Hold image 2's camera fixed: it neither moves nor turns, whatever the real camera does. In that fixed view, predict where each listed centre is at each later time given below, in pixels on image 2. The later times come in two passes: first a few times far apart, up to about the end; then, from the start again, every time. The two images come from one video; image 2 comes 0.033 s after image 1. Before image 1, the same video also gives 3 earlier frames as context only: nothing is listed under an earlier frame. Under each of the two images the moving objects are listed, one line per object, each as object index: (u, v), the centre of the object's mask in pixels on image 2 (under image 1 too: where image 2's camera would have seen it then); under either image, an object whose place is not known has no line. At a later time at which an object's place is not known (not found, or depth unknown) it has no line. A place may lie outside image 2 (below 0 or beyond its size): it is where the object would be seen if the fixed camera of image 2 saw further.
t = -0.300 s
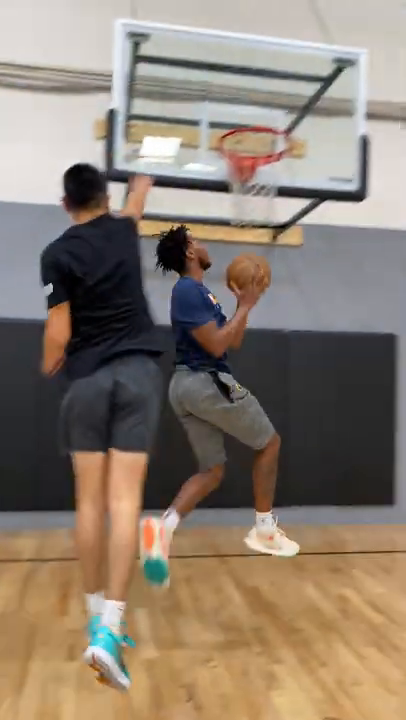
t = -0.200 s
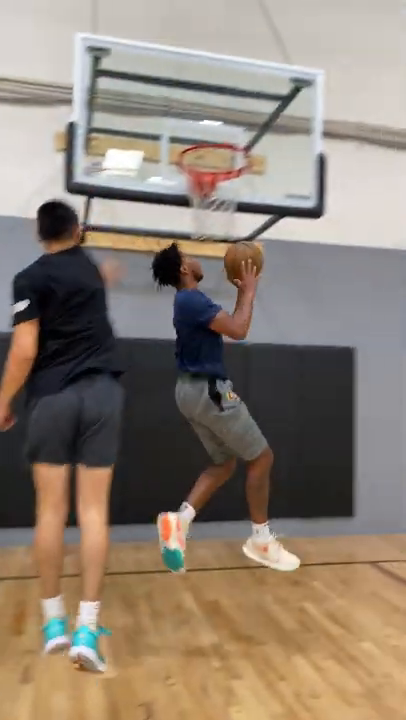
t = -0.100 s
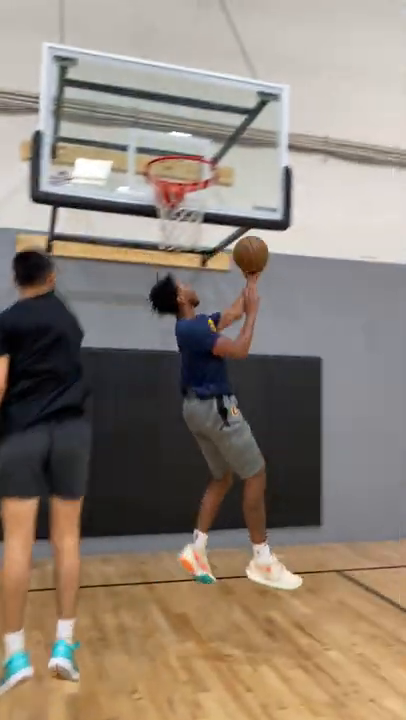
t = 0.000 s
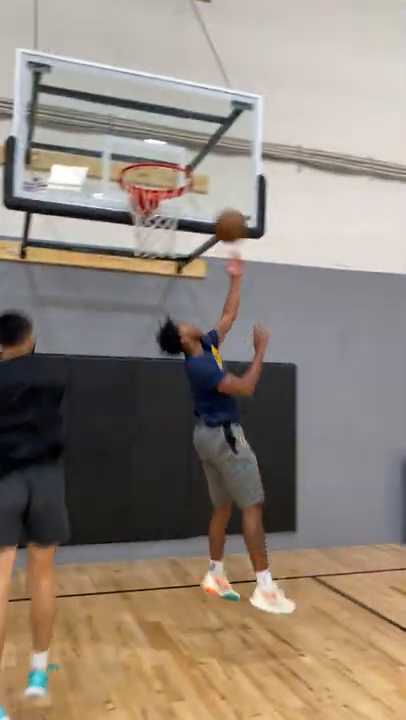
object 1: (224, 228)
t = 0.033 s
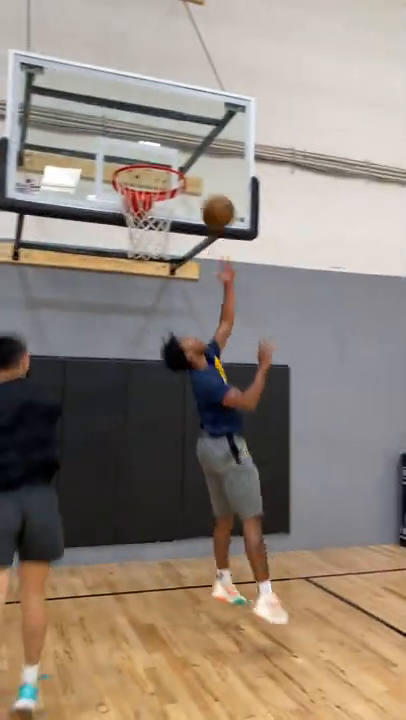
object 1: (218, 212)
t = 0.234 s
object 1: (187, 151)
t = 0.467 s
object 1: (149, 148)
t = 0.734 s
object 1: (161, 187)
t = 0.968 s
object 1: (130, 249)
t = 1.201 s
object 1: (111, 342)
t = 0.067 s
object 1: (213, 198)
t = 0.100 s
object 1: (207, 186)
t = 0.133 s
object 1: (202, 174)
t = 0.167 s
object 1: (197, 166)
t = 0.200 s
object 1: (193, 158)
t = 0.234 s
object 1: (187, 151)
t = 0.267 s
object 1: (182, 146)
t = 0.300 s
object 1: (177, 143)
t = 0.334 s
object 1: (171, 141)
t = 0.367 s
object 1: (166, 141)
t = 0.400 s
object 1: (160, 142)
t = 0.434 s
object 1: (155, 144)
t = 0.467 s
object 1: (149, 148)
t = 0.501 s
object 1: (143, 152)
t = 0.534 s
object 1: (138, 162)
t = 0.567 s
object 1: (132, 171)
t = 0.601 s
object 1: (137, 173)
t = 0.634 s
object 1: (146, 175)
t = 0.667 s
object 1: (154, 177)
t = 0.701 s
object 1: (164, 181)
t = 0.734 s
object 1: (161, 187)
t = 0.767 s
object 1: (154, 193)
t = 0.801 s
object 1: (148, 201)
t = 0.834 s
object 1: (145, 211)
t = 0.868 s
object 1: (142, 221)
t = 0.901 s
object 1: (135, 230)
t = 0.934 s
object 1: (132, 239)
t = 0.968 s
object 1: (130, 249)
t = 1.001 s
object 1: (127, 255)
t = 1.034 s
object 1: (125, 265)
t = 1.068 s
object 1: (122, 278)
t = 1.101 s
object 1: (119, 293)
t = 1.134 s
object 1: (116, 307)
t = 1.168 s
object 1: (114, 324)
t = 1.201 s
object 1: (111, 342)
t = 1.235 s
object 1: (108, 363)
